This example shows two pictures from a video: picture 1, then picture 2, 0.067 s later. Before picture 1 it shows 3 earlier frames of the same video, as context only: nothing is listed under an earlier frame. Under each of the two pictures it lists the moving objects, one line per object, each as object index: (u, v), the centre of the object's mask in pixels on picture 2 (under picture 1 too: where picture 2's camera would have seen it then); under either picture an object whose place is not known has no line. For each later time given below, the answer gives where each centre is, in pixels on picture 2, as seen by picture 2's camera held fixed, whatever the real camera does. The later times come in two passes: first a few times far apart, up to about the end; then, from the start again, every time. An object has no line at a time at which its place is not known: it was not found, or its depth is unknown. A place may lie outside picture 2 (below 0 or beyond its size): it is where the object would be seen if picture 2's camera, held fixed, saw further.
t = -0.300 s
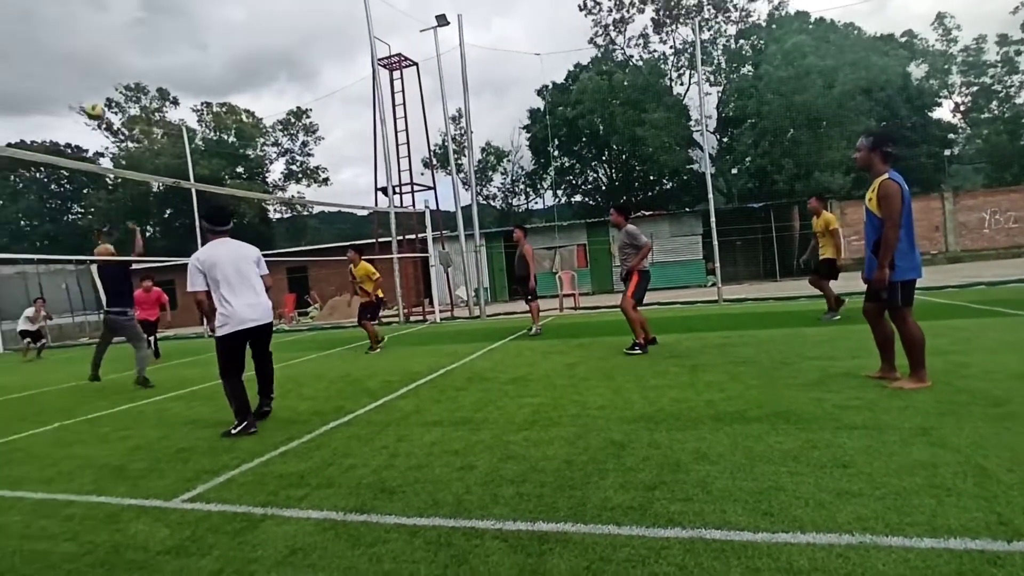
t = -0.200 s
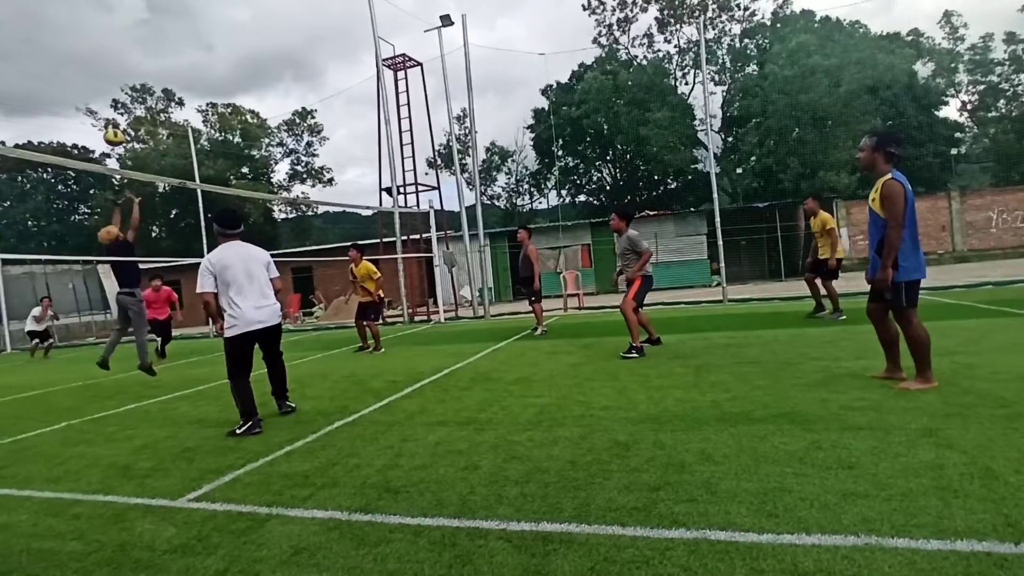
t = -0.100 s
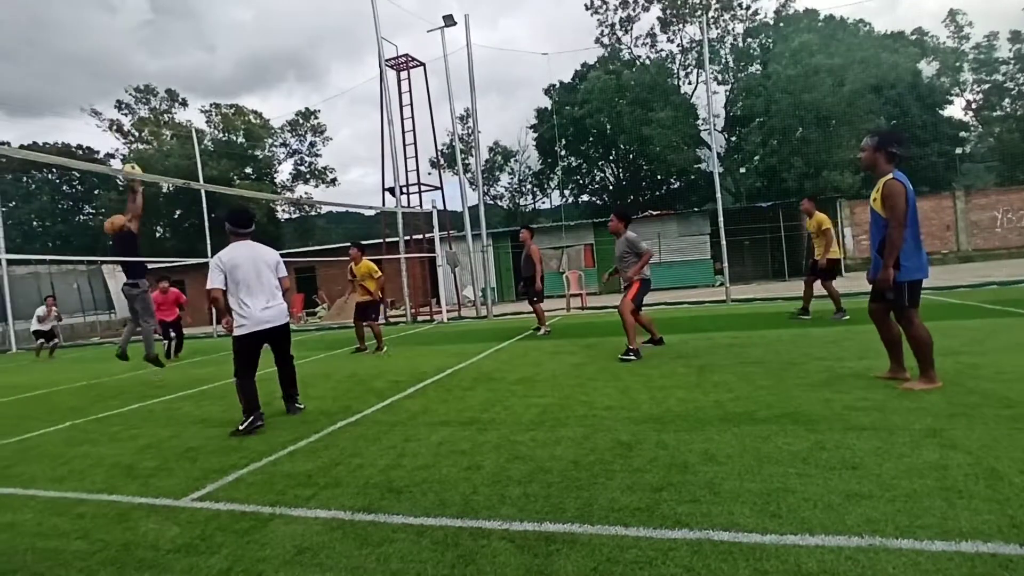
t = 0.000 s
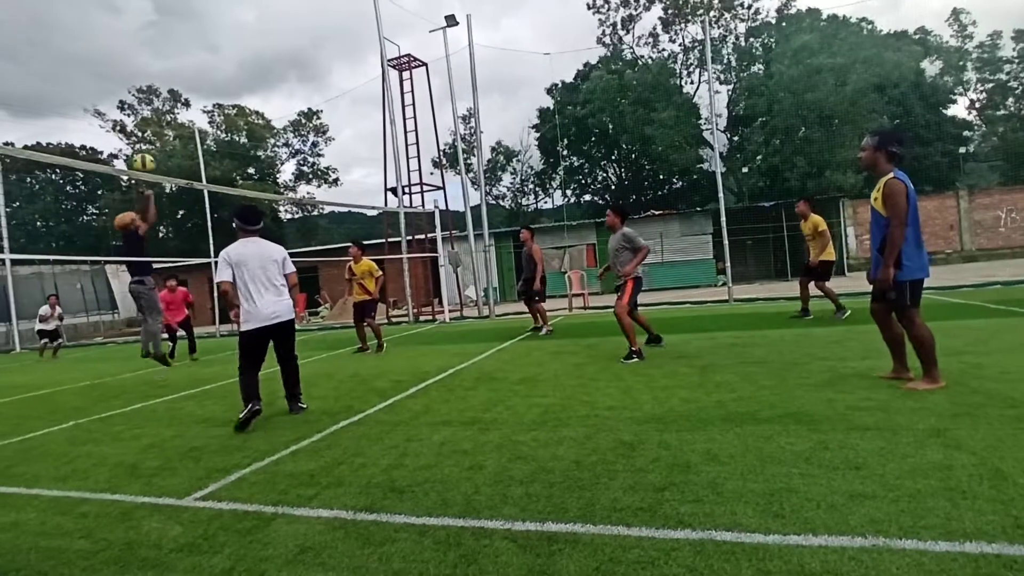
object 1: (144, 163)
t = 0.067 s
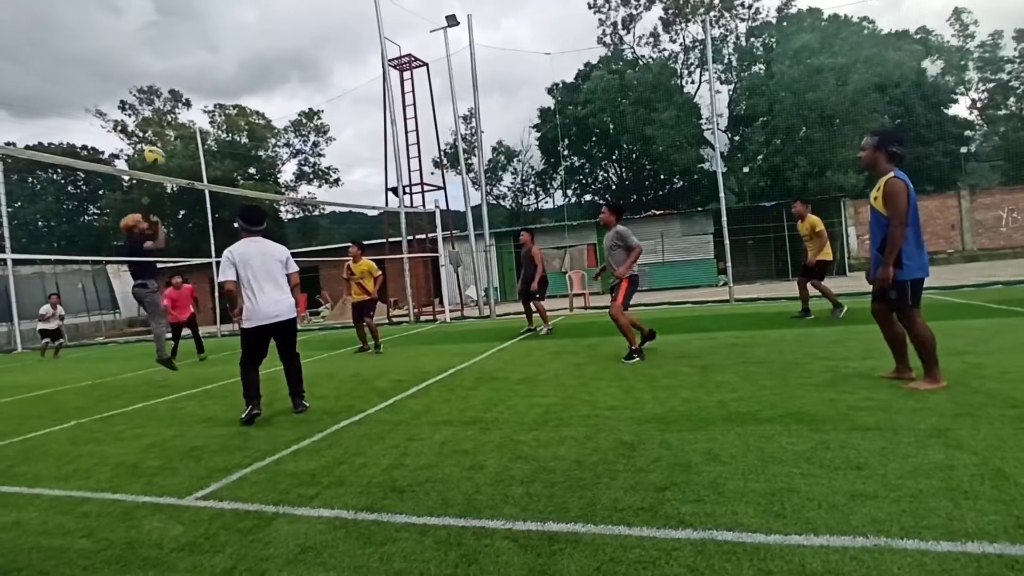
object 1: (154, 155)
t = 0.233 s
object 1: (177, 158)
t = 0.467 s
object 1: (216, 211)
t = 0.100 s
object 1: (157, 154)
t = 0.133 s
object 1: (162, 153)
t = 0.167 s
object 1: (167, 154)
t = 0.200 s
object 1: (171, 155)
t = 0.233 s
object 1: (177, 158)
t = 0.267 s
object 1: (181, 162)
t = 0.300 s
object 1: (186, 168)
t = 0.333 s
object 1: (192, 174)
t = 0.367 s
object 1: (198, 181)
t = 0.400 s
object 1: (203, 191)
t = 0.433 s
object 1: (210, 200)
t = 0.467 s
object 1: (216, 211)
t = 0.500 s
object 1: (223, 222)
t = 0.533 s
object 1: (228, 236)
